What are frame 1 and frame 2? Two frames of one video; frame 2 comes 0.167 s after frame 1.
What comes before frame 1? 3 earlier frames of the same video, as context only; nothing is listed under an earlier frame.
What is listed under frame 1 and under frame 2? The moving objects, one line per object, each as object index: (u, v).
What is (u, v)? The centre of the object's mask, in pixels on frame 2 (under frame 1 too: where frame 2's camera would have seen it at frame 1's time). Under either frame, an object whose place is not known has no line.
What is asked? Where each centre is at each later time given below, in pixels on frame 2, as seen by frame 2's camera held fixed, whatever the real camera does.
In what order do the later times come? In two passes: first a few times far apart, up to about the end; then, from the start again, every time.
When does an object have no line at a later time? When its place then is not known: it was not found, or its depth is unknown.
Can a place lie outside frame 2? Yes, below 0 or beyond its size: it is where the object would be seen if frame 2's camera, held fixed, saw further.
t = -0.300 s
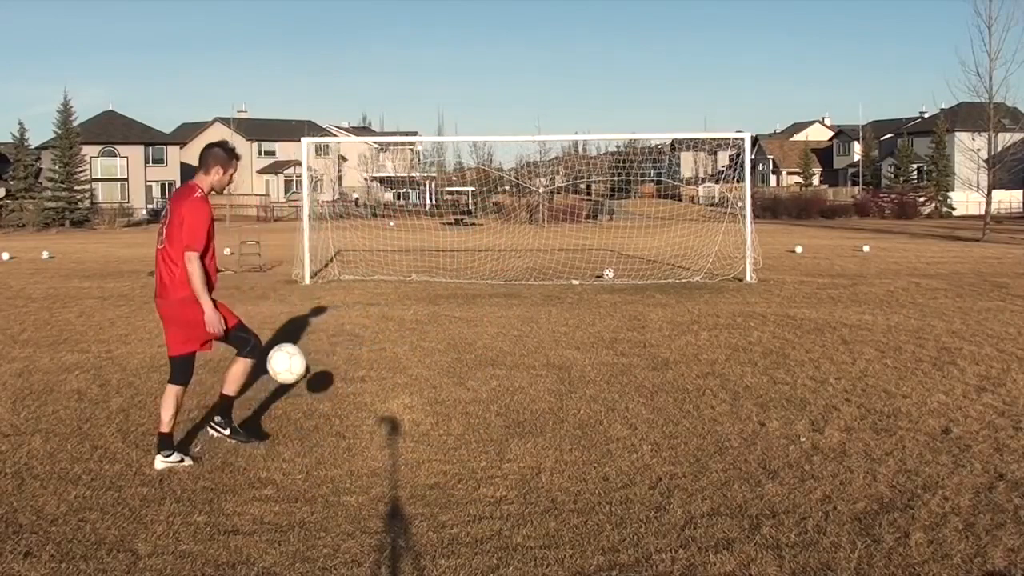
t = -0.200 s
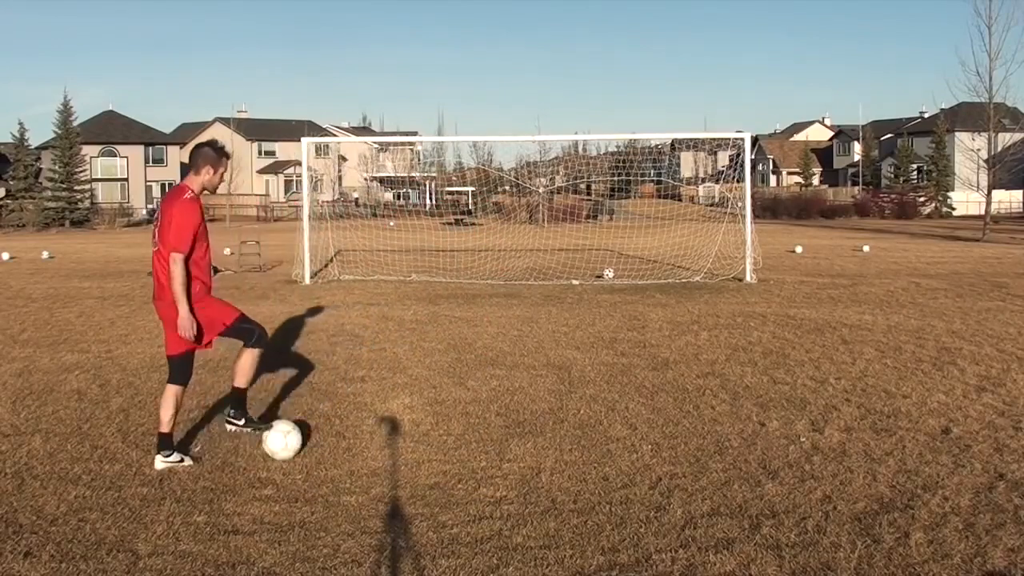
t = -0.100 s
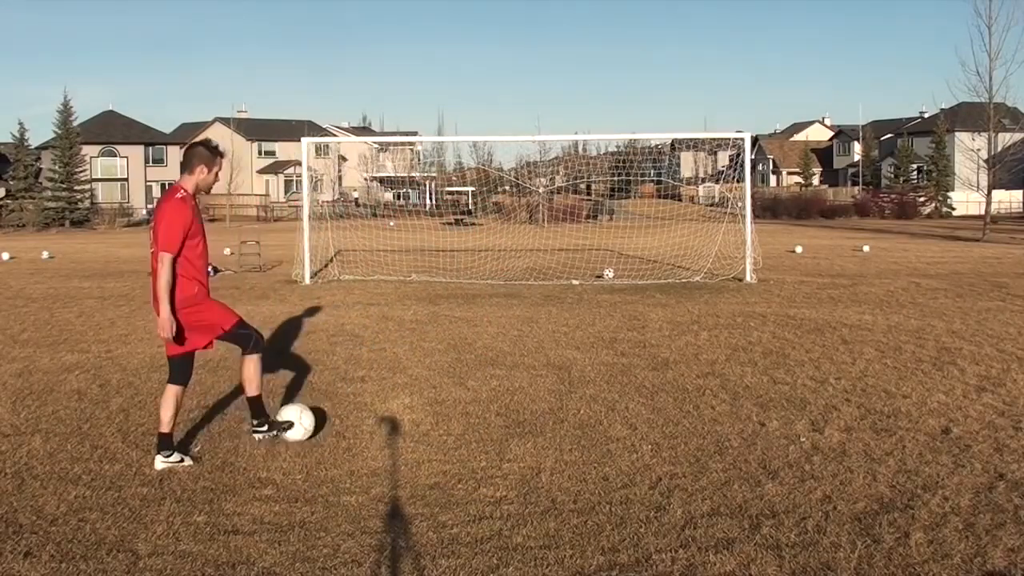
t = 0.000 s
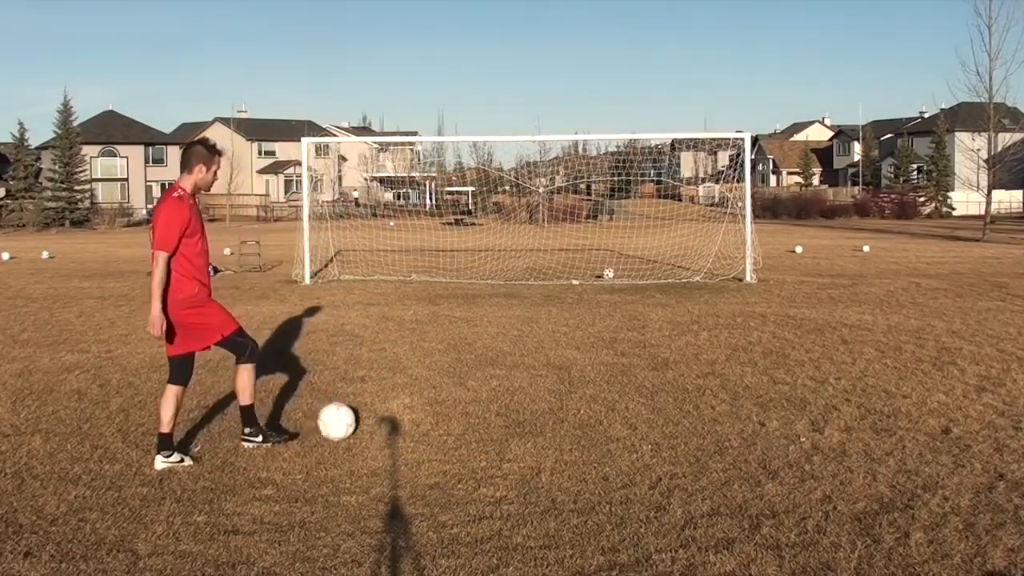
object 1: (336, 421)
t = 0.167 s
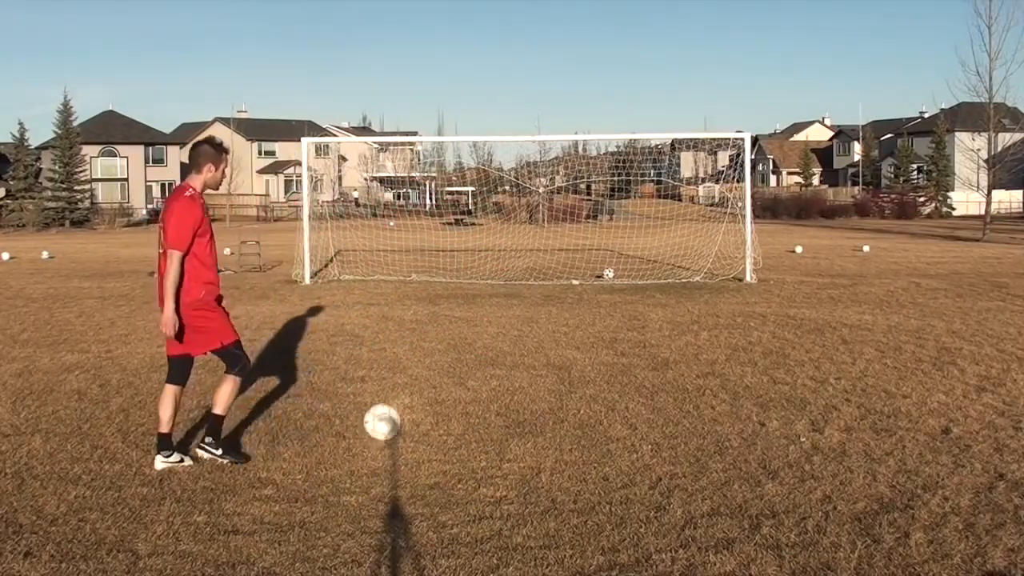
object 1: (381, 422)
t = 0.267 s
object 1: (398, 421)
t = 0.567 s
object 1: (433, 417)
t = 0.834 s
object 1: (463, 413)
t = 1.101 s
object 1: (486, 410)
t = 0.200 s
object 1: (388, 422)
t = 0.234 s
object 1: (394, 423)
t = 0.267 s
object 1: (398, 421)
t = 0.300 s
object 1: (402, 420)
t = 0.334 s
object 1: (406, 419)
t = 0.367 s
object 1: (410, 420)
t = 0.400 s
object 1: (414, 420)
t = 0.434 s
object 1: (417, 419)
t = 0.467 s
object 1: (421, 418)
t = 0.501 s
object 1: (425, 418)
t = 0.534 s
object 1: (429, 418)
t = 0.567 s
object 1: (433, 417)
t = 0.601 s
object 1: (437, 416)
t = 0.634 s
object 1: (440, 416)
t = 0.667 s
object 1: (444, 415)
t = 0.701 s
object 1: (448, 414)
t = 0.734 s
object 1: (452, 414)
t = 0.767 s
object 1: (455, 414)
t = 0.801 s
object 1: (459, 414)
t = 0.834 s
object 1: (463, 413)
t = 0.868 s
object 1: (466, 413)
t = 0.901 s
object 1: (469, 412)
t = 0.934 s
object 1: (472, 411)
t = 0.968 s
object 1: (475, 411)
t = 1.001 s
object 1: (478, 410)
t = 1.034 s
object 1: (481, 410)
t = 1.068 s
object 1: (484, 410)
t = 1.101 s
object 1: (486, 410)
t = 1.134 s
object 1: (489, 409)
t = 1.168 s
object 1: (491, 409)
